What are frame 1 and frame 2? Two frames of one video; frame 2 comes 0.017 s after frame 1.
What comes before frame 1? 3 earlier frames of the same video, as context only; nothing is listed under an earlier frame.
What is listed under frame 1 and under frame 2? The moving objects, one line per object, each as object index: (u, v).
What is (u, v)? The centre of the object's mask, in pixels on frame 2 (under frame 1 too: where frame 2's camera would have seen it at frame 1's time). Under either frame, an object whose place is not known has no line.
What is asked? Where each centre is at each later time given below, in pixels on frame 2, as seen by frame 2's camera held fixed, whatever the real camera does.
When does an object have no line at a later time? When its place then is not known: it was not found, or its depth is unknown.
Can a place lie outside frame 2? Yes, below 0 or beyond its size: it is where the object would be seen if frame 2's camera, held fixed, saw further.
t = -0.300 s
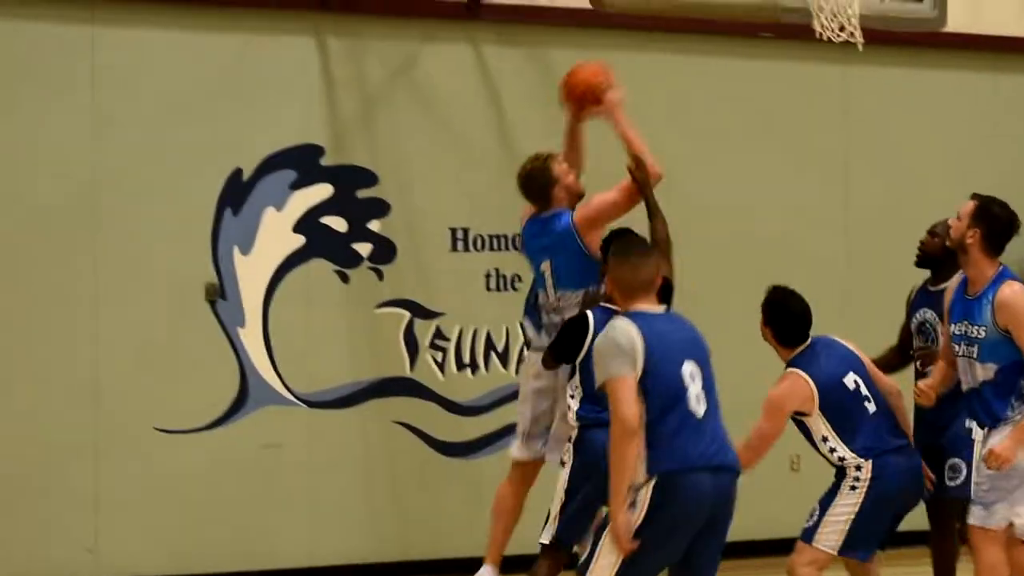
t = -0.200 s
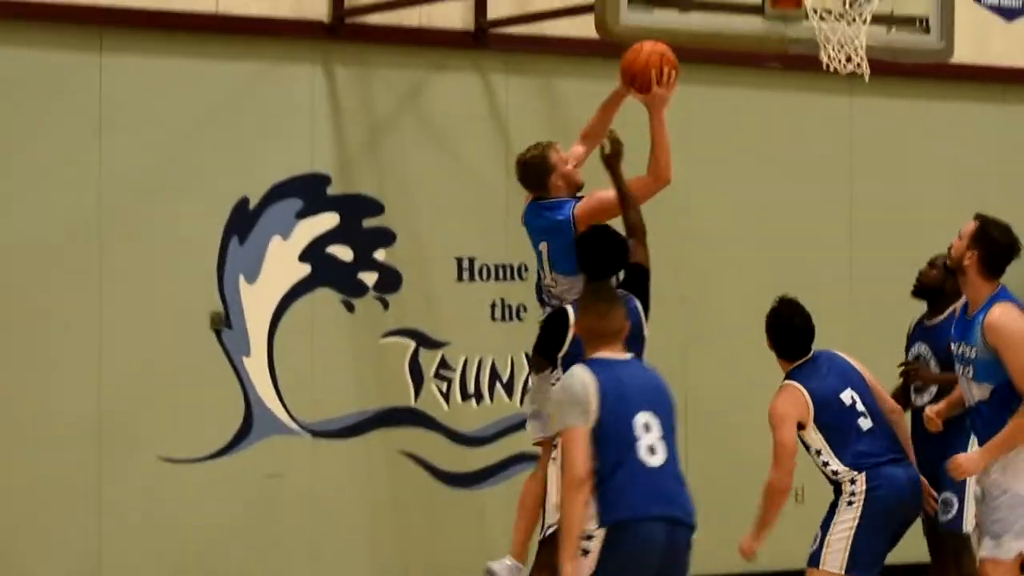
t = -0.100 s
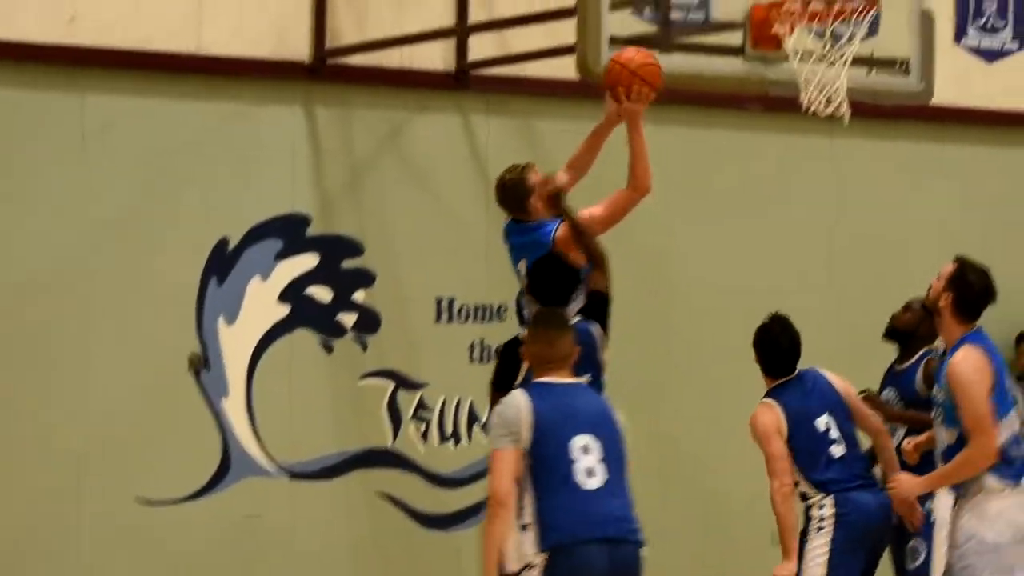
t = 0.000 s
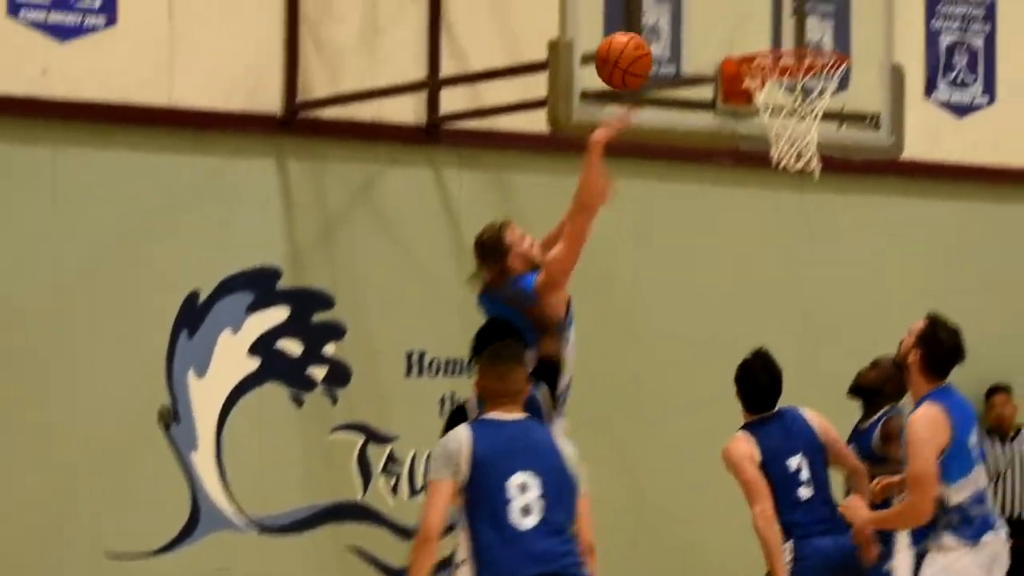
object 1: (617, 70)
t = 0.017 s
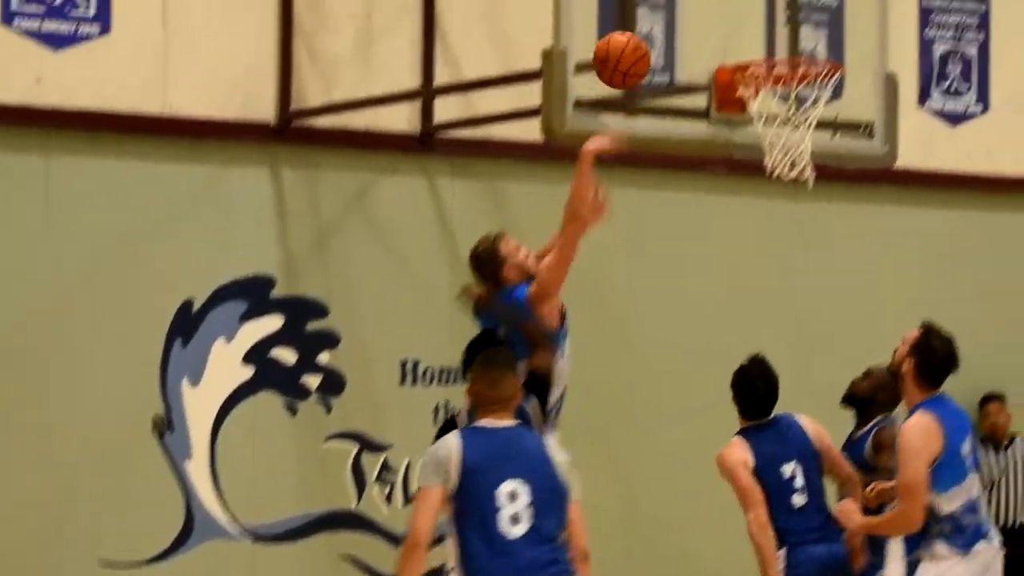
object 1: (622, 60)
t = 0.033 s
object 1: (627, 51)
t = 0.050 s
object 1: (632, 43)
